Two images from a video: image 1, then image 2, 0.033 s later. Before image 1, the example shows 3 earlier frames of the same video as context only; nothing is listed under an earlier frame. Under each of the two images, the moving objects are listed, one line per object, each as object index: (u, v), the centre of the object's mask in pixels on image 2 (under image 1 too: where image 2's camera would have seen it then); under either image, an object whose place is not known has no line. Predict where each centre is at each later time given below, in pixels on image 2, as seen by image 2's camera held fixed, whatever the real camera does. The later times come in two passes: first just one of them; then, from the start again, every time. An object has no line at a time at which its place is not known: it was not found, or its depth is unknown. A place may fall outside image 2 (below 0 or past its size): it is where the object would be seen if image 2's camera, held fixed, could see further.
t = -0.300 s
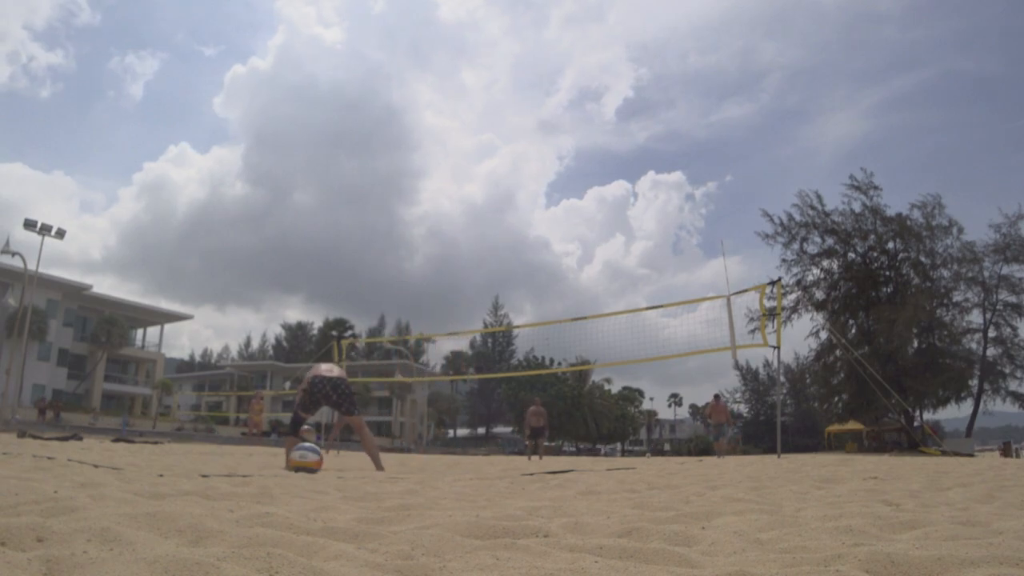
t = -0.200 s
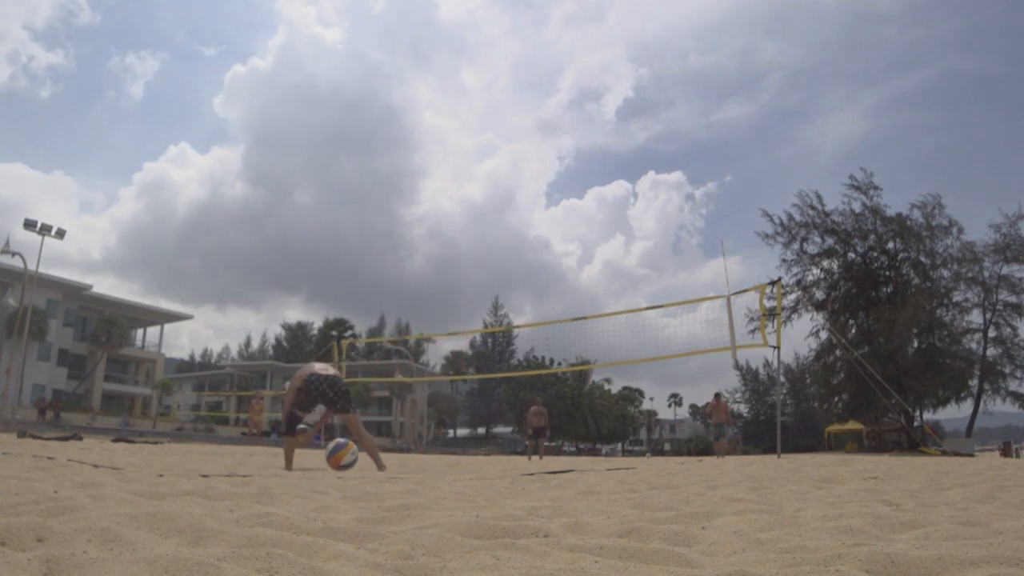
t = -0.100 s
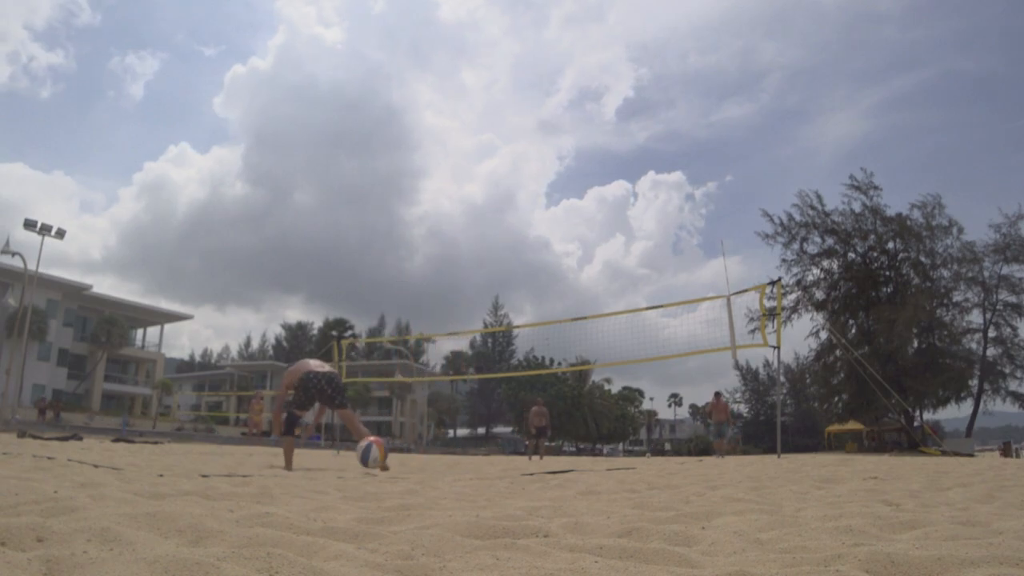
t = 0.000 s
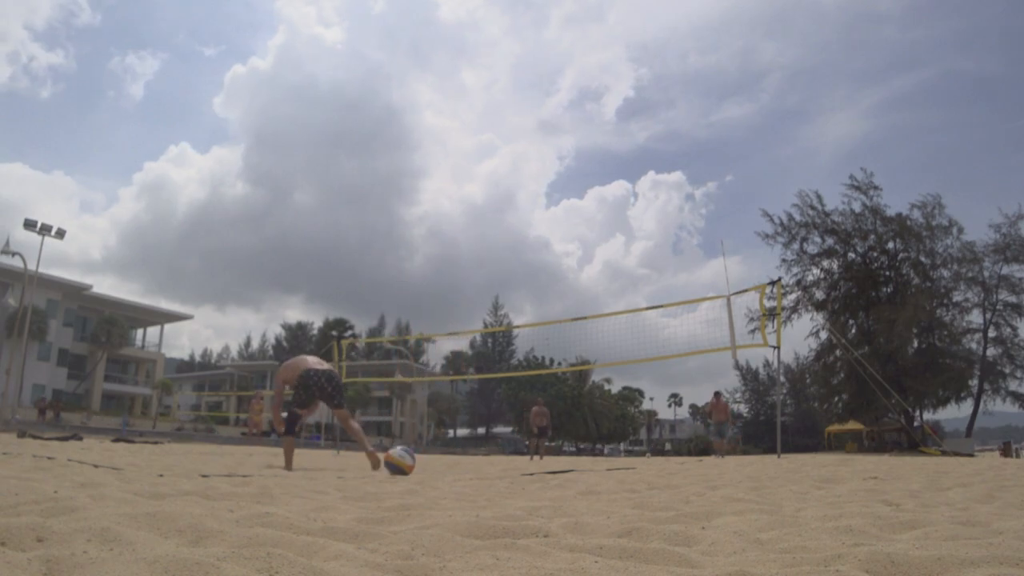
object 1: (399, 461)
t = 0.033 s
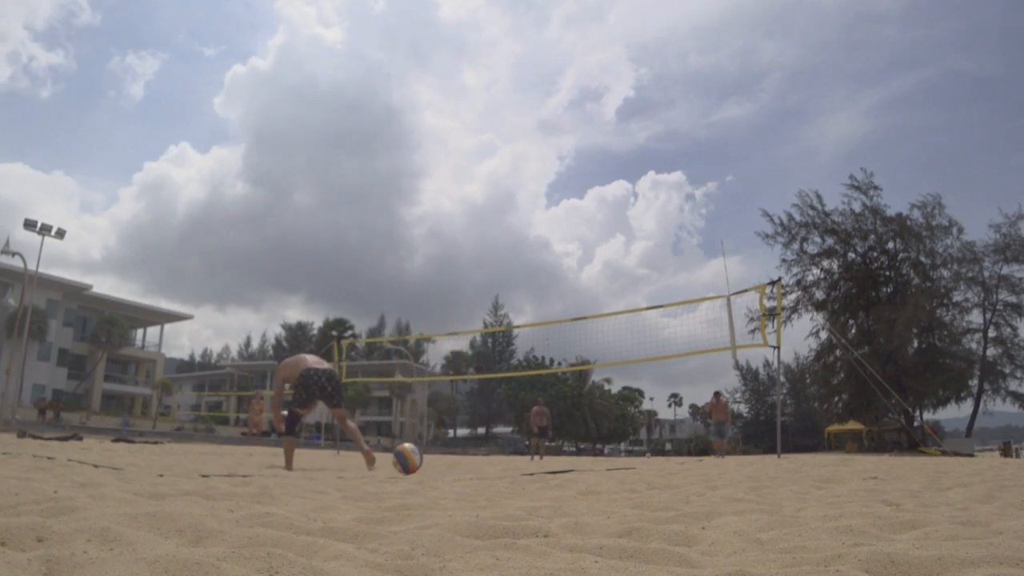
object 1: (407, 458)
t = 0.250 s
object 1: (453, 458)
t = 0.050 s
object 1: (411, 457)
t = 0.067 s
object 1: (415, 457)
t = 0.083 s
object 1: (418, 456)
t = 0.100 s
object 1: (422, 457)
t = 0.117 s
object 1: (426, 457)
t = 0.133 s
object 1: (430, 458)
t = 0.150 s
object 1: (433, 460)
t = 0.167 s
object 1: (437, 460)
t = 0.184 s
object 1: (440, 460)
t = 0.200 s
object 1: (444, 459)
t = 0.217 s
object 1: (447, 459)
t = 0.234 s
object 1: (450, 458)
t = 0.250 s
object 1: (453, 458)
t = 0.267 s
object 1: (456, 458)
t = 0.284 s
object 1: (458, 458)
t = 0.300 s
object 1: (461, 459)
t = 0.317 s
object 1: (464, 460)
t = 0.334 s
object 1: (467, 461)
